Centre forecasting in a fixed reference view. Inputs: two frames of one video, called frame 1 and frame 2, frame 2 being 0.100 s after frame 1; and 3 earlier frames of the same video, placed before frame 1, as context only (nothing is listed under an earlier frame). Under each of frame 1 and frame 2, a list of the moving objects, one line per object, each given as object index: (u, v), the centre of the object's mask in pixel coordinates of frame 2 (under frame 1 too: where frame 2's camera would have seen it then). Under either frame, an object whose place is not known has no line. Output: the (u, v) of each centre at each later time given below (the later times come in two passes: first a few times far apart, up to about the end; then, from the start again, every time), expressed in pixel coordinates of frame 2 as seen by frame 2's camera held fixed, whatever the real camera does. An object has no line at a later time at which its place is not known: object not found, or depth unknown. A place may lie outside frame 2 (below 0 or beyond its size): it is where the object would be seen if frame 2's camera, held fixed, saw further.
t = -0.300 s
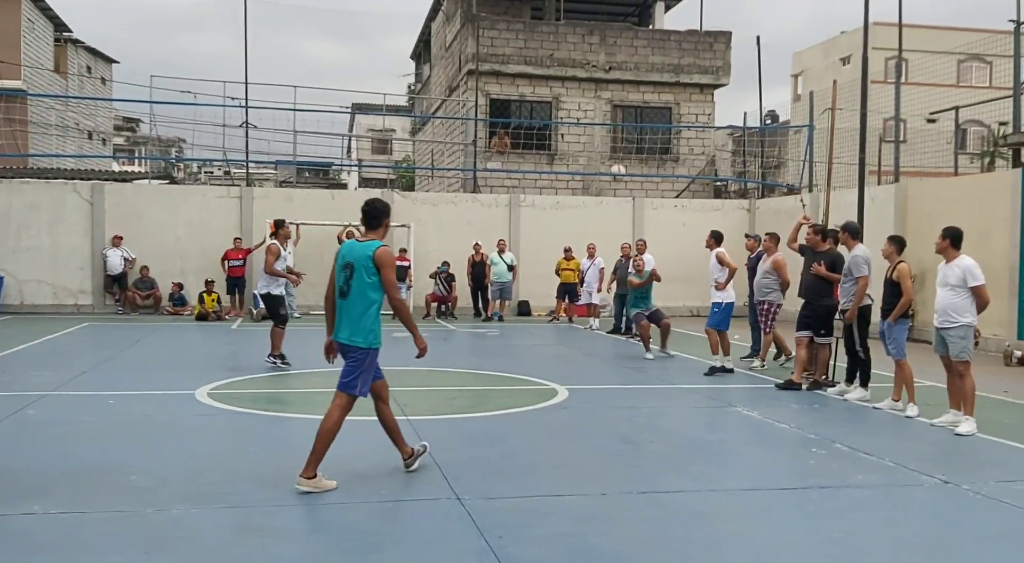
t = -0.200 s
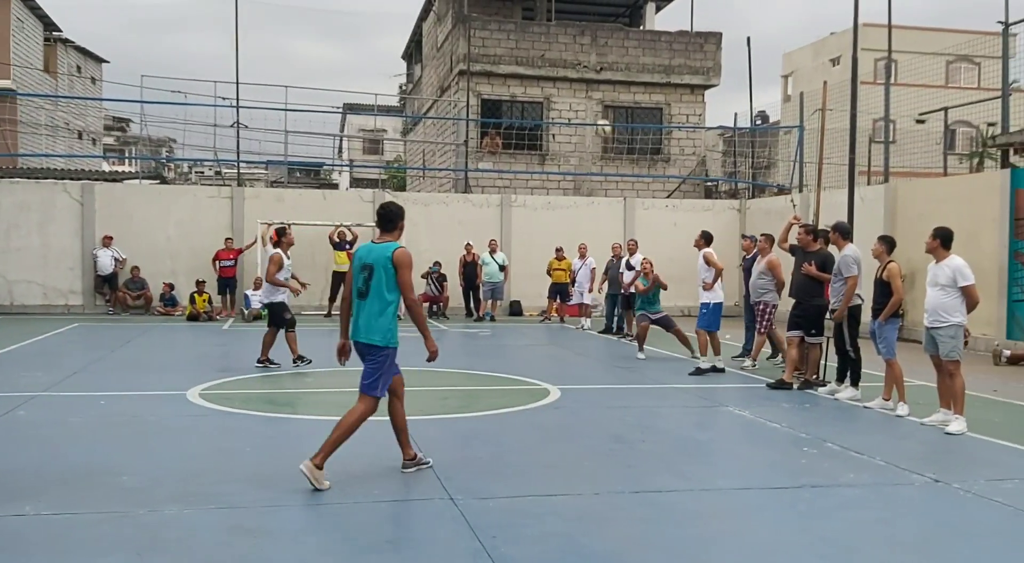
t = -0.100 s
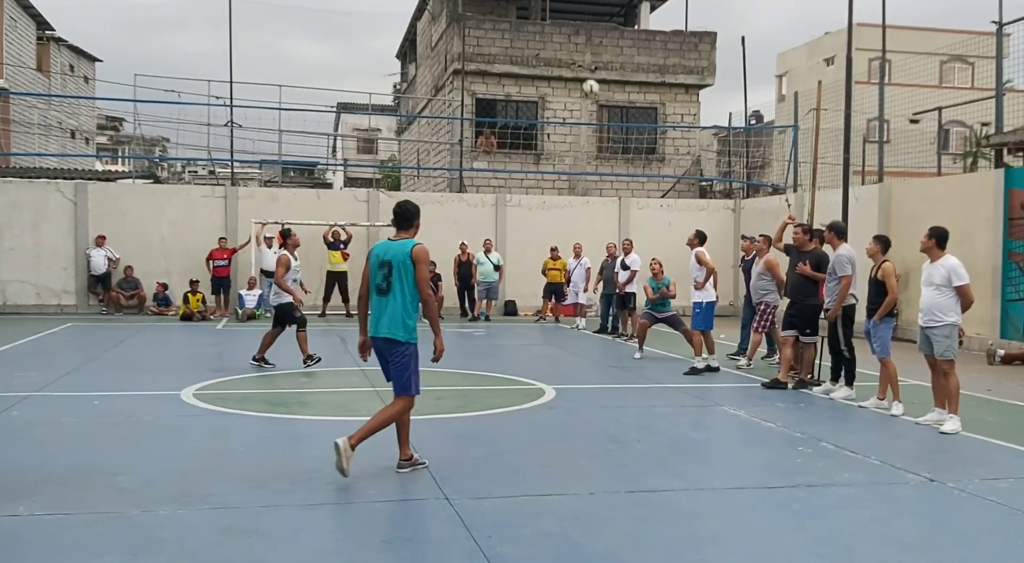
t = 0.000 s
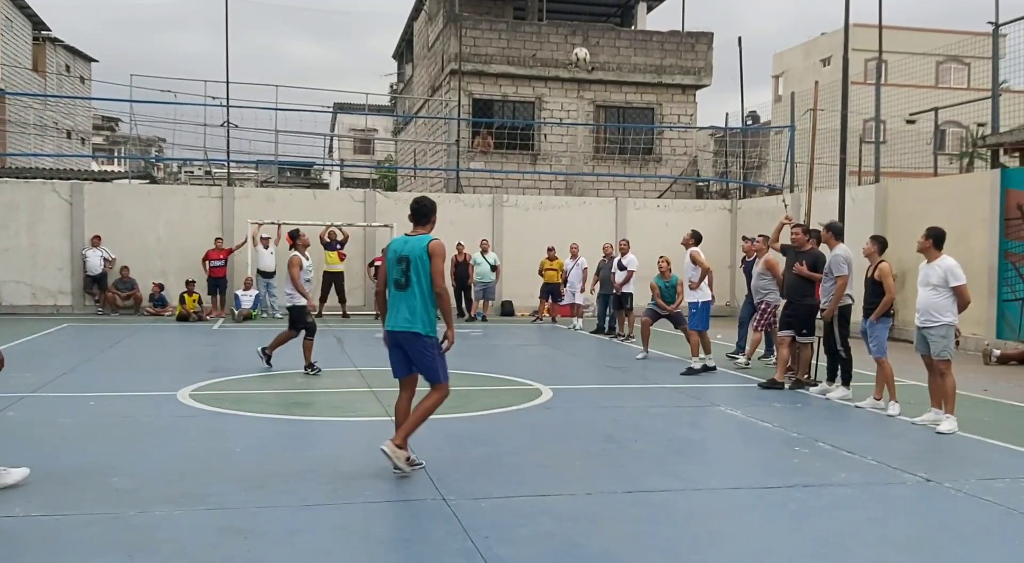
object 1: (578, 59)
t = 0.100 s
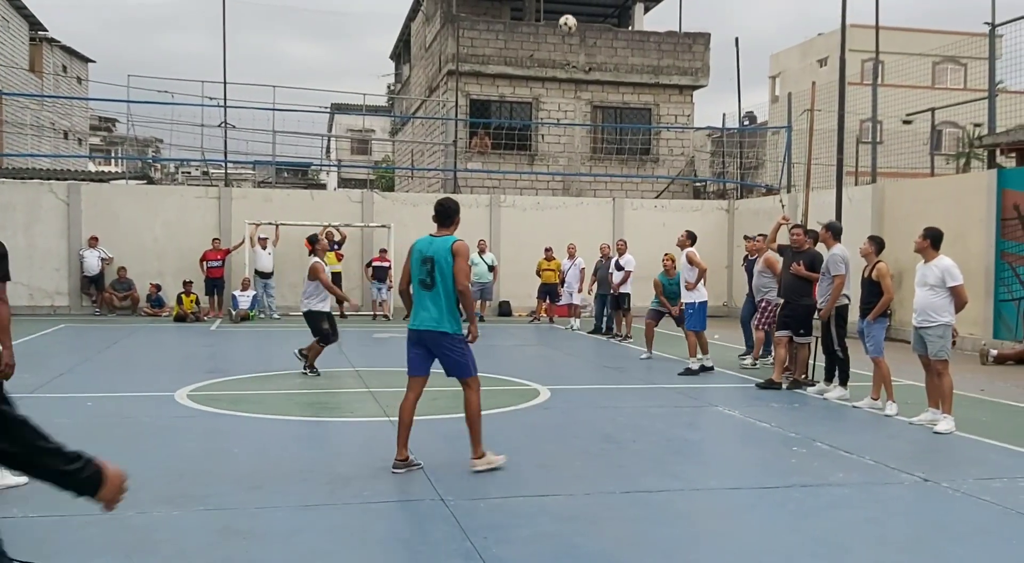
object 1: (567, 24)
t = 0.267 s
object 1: (553, 5)
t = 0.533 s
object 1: (528, 12)
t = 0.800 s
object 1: (500, 88)
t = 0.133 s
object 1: (565, 18)
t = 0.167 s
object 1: (562, 12)
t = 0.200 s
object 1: (559, 9)
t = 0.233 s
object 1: (556, 6)
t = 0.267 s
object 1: (553, 5)
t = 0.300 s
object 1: (550, 4)
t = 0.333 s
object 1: (547, 3)
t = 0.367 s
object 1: (544, 3)
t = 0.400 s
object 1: (541, 4)
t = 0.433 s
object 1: (538, 5)
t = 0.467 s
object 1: (535, 6)
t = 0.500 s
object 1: (531, 7)
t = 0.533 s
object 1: (528, 12)
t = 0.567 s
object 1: (525, 17)
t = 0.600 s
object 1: (521, 24)
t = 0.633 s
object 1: (518, 32)
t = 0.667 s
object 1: (514, 41)
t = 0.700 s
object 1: (511, 51)
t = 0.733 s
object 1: (508, 61)
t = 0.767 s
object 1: (504, 74)
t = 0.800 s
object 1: (500, 88)
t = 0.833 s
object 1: (496, 103)
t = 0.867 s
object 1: (493, 118)
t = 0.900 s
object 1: (490, 133)
